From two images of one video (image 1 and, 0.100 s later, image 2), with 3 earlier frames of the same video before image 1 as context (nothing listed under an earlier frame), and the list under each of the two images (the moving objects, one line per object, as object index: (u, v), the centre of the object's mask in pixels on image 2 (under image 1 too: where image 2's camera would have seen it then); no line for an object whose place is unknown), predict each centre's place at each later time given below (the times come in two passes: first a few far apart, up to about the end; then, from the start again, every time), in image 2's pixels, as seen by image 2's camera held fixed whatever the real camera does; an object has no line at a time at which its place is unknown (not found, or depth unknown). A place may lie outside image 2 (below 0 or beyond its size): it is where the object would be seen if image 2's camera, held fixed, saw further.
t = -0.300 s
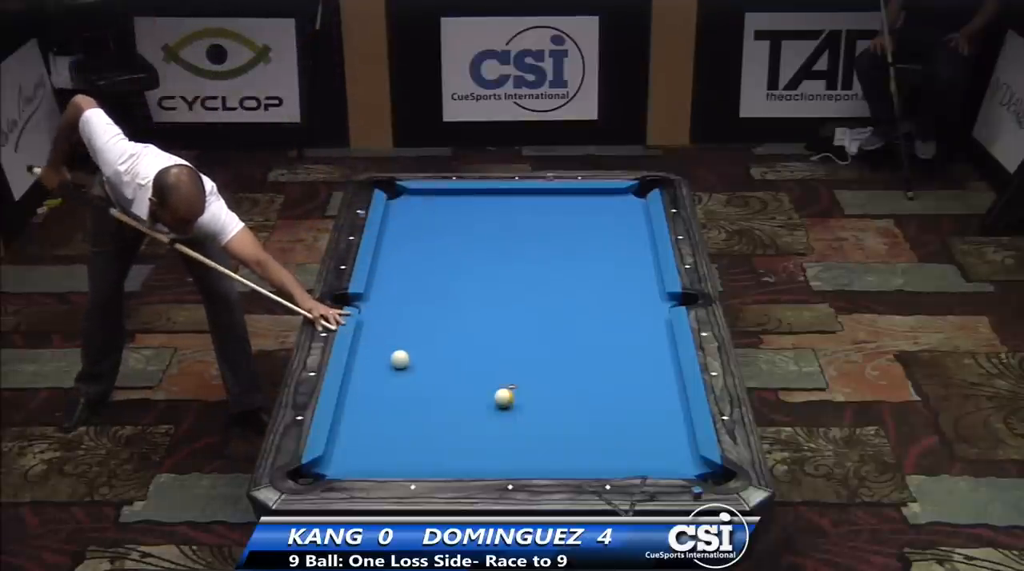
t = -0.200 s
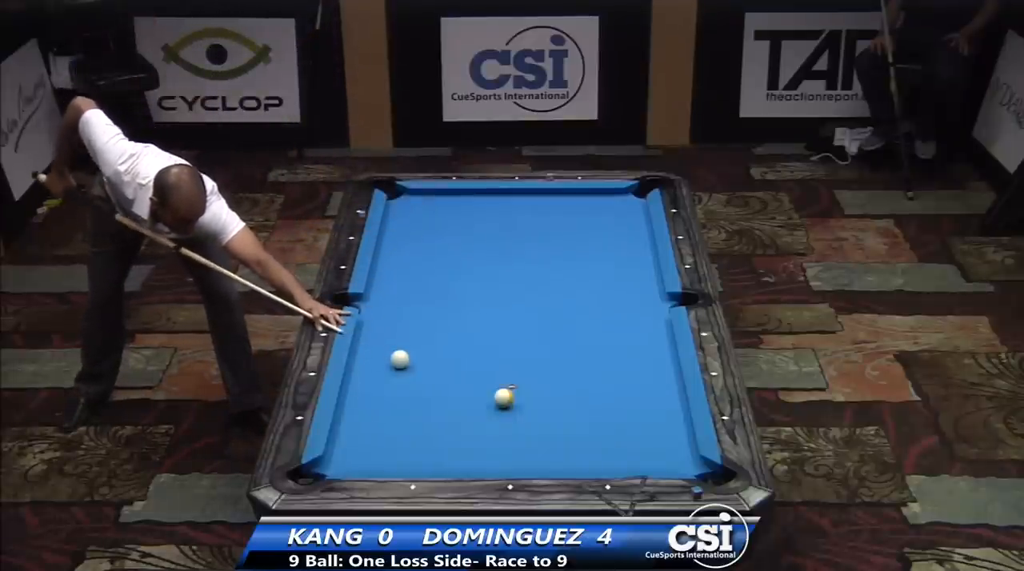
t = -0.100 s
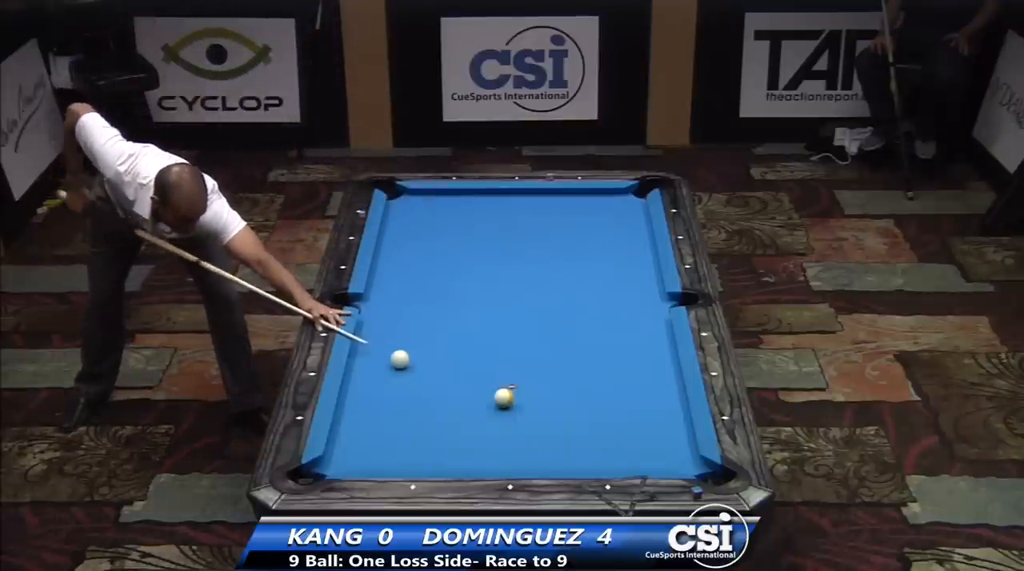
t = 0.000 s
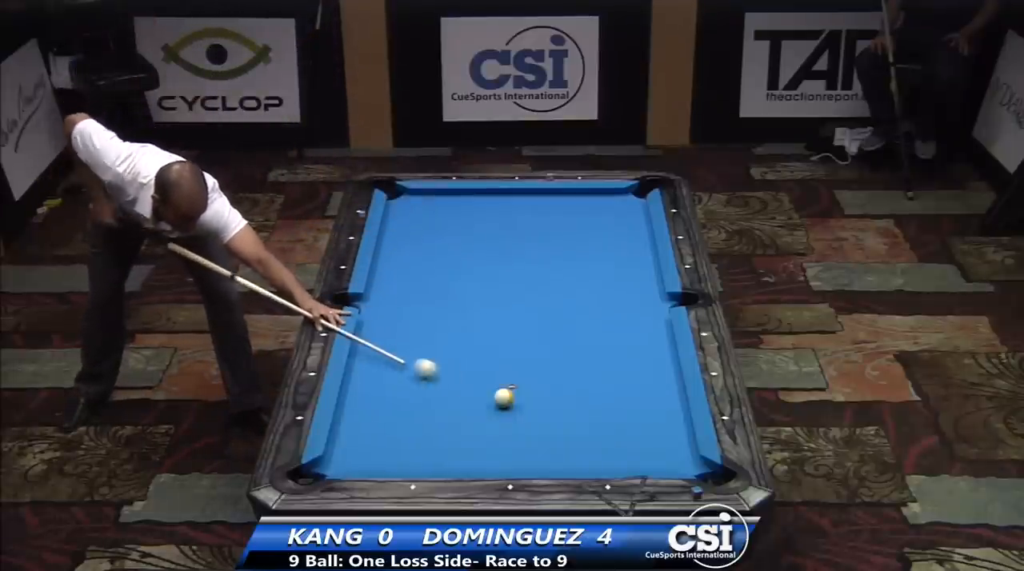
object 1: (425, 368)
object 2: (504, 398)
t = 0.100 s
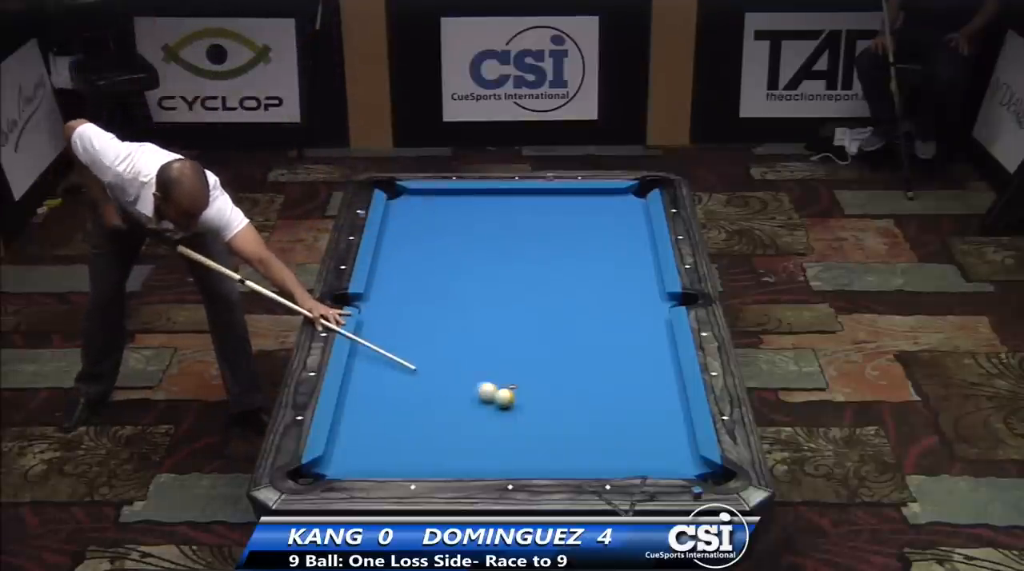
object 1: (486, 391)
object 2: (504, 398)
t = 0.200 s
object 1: (491, 393)
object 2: (562, 420)
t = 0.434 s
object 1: (495, 395)
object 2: (689, 466)
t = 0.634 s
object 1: (499, 396)
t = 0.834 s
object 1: (501, 397)
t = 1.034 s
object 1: (503, 397)
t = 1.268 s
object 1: (504, 397)
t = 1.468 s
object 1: (504, 397)
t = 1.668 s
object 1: (504, 397)
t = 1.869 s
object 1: (504, 397)
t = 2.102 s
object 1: (504, 397)
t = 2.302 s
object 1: (504, 397)
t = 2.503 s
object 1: (504, 397)
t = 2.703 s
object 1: (504, 397)
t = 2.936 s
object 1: (504, 397)
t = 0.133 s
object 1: (489, 393)
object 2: (523, 405)
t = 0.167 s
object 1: (490, 393)
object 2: (543, 413)
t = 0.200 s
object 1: (491, 393)
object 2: (562, 420)
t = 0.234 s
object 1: (491, 394)
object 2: (582, 428)
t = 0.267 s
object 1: (492, 394)
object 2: (601, 435)
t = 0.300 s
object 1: (493, 394)
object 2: (620, 442)
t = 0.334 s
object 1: (493, 394)
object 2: (637, 448)
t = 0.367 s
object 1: (494, 395)
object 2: (654, 455)
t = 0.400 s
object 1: (495, 395)
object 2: (671, 460)
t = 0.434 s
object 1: (495, 395)
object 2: (689, 466)
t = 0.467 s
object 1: (496, 395)
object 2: (705, 473)
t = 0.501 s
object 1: (497, 395)
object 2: (719, 481)
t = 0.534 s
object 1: (497, 395)
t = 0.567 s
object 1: (498, 396)
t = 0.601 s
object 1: (498, 396)
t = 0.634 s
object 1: (499, 396)
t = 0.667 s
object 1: (499, 396)
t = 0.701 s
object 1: (500, 396)
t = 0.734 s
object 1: (500, 396)
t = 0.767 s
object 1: (501, 396)
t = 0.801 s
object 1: (501, 396)
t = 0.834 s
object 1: (501, 397)
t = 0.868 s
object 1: (502, 397)
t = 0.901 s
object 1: (502, 397)
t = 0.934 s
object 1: (502, 397)
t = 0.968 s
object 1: (503, 397)
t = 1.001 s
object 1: (503, 397)
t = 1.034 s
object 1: (503, 397)
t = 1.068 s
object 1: (503, 397)
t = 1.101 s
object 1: (503, 397)
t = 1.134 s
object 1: (503, 397)
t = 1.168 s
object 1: (503, 397)
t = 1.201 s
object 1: (503, 397)
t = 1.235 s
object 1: (503, 397)
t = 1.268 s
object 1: (504, 397)
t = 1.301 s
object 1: (504, 397)
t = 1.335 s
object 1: (504, 397)
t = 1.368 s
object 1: (504, 397)
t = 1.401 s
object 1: (504, 397)
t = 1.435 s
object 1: (504, 397)
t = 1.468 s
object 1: (504, 397)
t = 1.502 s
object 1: (504, 397)
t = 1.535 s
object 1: (504, 397)
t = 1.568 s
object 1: (504, 397)
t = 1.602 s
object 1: (504, 397)
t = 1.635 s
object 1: (504, 397)
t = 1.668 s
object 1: (504, 397)
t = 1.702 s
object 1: (504, 397)
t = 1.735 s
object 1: (504, 397)
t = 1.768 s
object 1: (504, 397)
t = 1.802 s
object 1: (504, 397)
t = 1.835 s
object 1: (504, 397)
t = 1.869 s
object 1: (504, 397)
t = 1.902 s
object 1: (504, 397)
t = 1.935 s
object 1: (504, 397)
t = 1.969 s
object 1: (504, 397)
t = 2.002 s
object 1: (504, 397)
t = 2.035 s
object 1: (504, 397)
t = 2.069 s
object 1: (504, 397)
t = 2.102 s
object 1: (504, 397)
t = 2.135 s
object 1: (504, 397)
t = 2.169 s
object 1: (504, 397)
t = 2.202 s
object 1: (504, 397)
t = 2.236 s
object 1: (504, 397)
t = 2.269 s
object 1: (504, 397)
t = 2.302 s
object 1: (504, 397)
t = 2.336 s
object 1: (504, 397)
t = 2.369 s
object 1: (504, 397)
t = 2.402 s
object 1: (504, 397)
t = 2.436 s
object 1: (504, 397)
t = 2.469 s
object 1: (504, 397)
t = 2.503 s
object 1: (504, 397)
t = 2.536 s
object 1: (504, 397)
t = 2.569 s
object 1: (504, 397)
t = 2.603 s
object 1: (504, 397)
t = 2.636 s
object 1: (504, 397)
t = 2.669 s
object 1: (504, 397)
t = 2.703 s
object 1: (504, 397)
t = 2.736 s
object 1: (504, 397)
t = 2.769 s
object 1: (504, 397)
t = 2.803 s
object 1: (504, 397)
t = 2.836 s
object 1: (504, 397)
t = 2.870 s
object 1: (504, 397)
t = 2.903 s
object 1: (504, 397)
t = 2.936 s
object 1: (504, 397)
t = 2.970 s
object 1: (504, 397)
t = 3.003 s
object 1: (504, 397)
